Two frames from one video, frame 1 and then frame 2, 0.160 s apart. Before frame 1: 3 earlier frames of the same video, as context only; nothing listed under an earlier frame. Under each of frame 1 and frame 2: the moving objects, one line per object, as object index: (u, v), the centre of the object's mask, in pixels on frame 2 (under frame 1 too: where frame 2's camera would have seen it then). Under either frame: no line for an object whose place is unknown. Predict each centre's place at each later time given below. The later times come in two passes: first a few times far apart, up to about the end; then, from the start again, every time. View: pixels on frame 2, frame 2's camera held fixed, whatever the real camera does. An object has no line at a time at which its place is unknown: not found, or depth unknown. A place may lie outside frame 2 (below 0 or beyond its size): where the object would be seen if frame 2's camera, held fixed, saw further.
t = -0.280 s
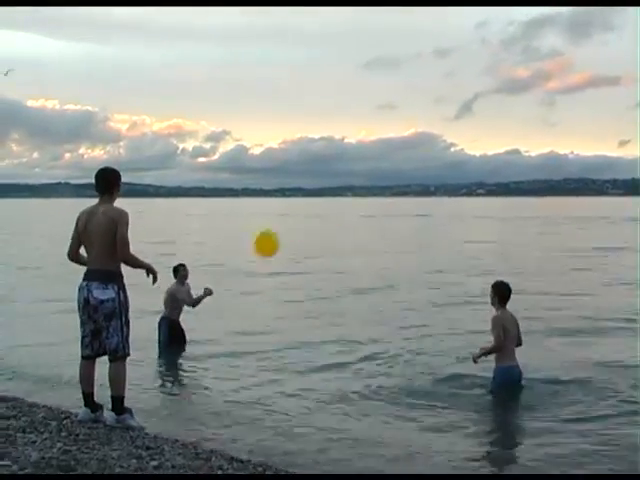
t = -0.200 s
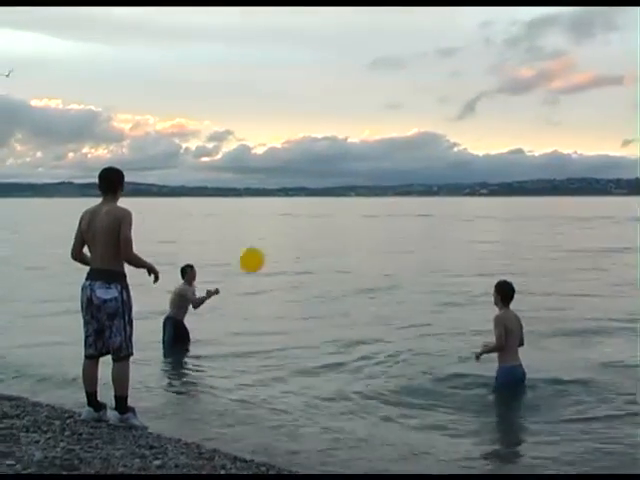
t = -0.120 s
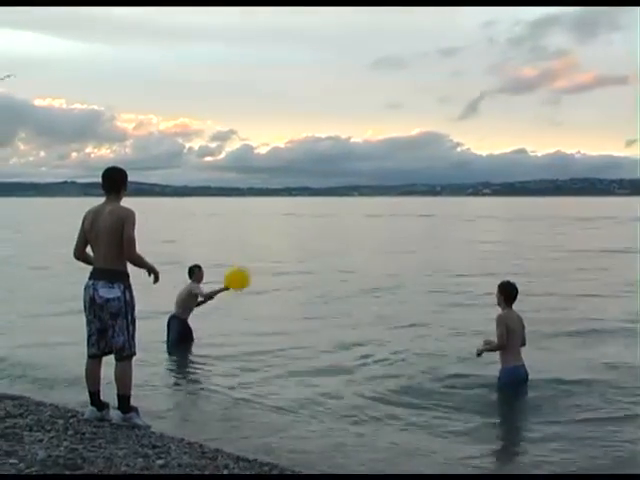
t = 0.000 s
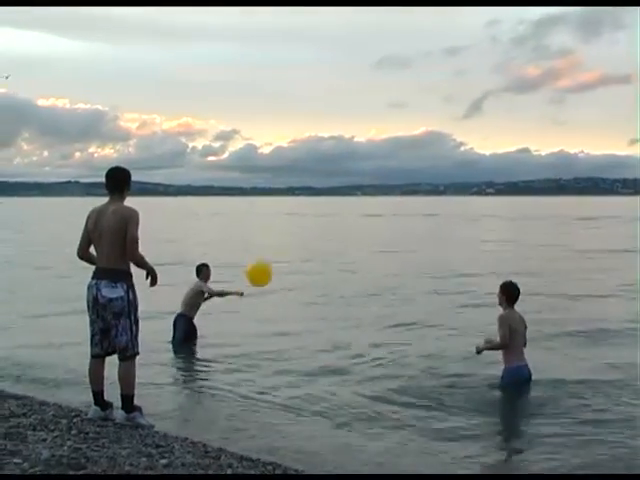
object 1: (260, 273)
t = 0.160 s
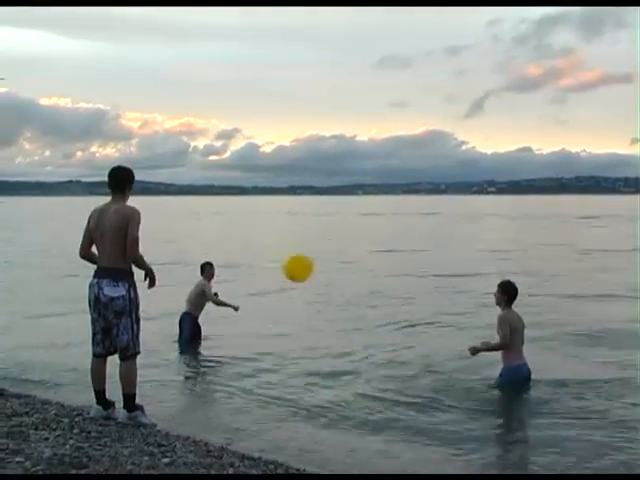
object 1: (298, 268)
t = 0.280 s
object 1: (326, 275)
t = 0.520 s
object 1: (386, 339)
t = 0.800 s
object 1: (426, 394)
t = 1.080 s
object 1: (444, 400)
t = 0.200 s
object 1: (306, 268)
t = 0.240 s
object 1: (316, 271)
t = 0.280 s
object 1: (326, 275)
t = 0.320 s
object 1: (336, 281)
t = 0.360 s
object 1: (345, 290)
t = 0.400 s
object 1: (355, 299)
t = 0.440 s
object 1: (365, 310)
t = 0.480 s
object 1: (375, 324)
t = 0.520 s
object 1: (386, 339)
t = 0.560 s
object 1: (396, 354)
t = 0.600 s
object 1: (407, 371)
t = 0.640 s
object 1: (418, 389)
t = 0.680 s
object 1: (423, 391)
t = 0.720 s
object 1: (424, 393)
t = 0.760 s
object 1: (424, 394)
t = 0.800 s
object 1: (426, 394)
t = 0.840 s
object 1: (428, 395)
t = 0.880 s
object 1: (432, 395)
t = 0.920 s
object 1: (433, 396)
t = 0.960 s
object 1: (437, 396)
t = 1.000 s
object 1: (440, 398)
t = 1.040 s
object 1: (442, 398)
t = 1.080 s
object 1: (444, 400)
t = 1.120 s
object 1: (446, 401)
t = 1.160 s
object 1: (448, 402)
